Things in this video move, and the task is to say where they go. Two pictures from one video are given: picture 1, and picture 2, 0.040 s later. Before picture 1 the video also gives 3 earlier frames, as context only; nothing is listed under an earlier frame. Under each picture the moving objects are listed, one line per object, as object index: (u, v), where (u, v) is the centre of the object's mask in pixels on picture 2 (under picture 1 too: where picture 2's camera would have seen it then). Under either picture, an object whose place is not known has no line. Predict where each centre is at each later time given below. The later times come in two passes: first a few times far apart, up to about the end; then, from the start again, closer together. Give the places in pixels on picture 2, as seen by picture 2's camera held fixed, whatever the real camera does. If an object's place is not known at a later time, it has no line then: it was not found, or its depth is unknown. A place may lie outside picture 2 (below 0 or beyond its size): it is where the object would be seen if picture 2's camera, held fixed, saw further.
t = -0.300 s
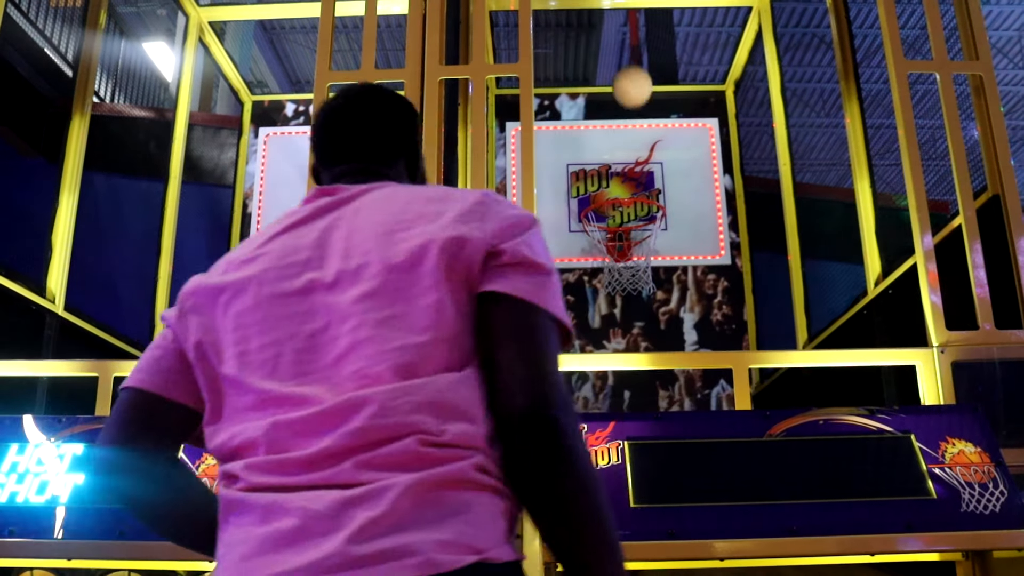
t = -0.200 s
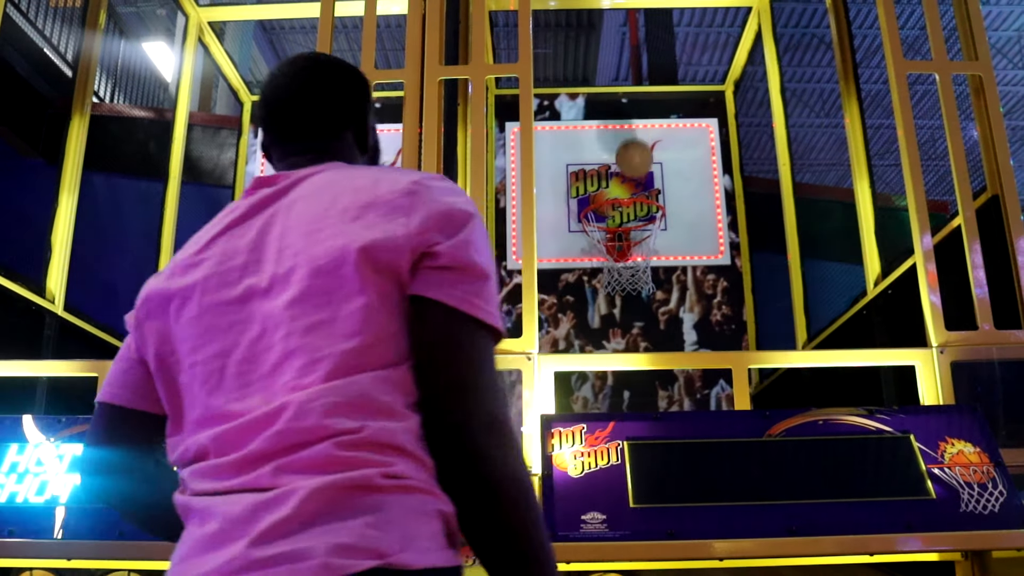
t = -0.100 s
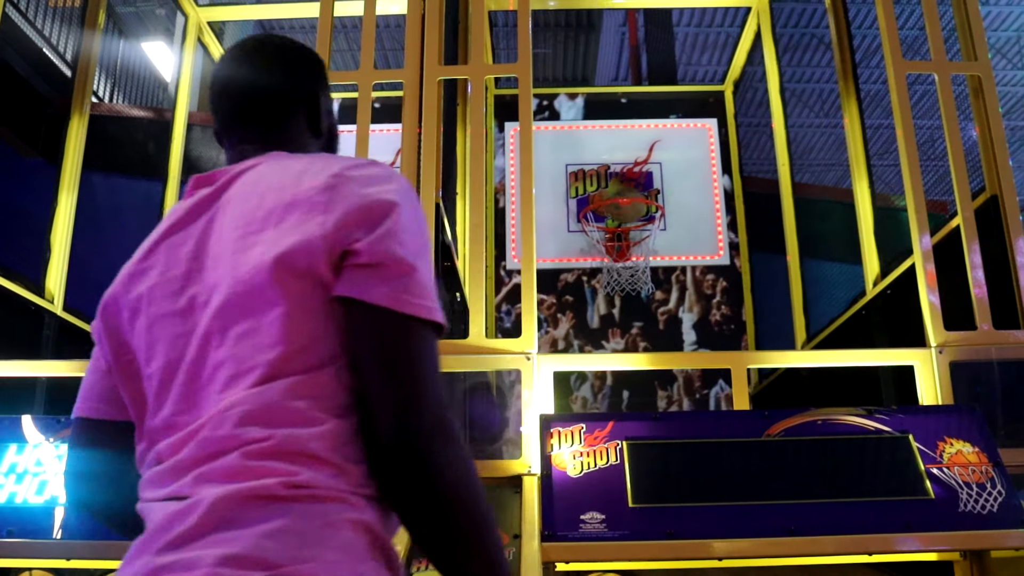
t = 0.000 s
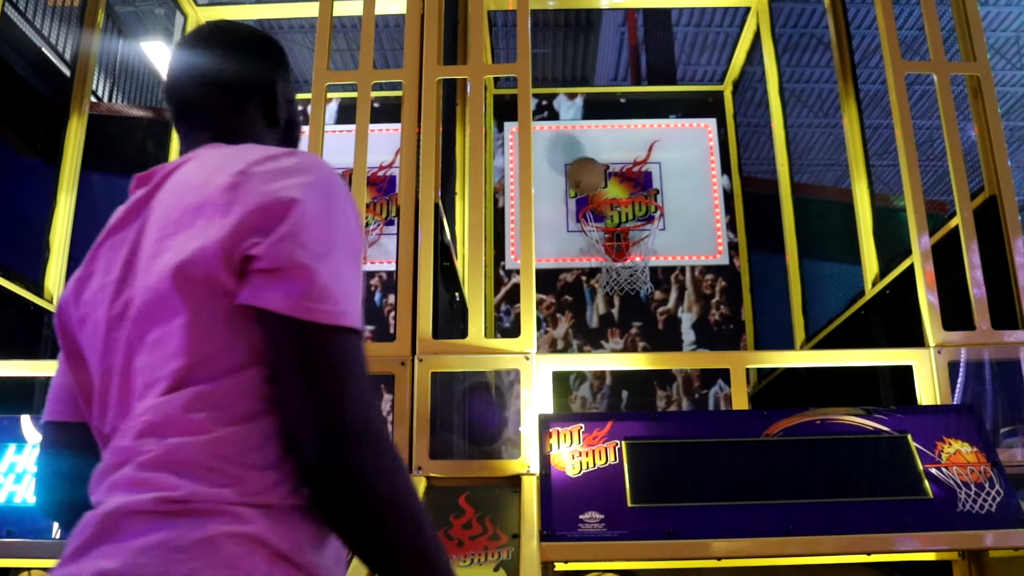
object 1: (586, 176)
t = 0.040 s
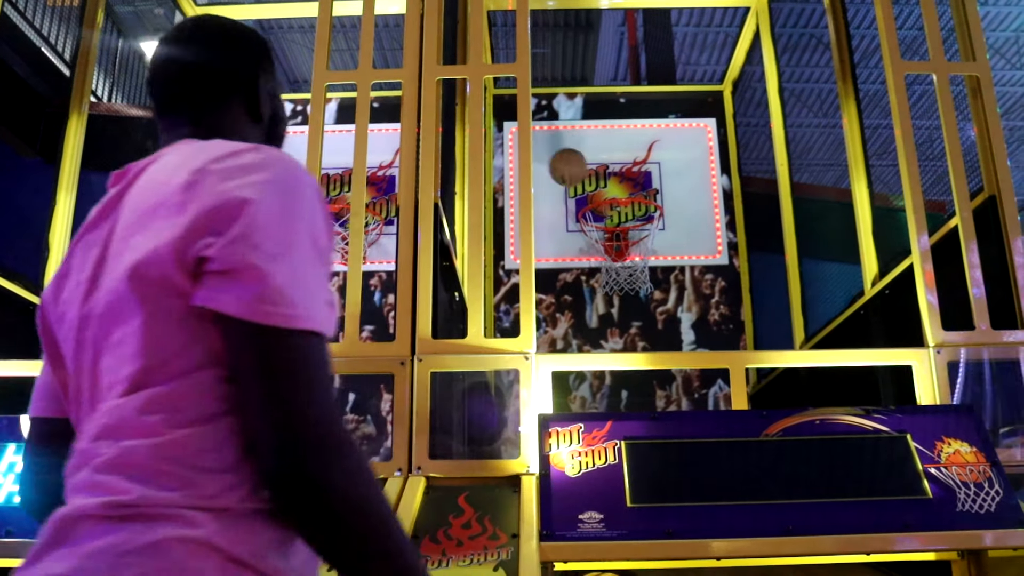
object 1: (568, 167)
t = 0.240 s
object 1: (504, 165)
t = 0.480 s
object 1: (596, 273)
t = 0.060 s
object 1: (560, 164)
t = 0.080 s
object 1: (551, 161)
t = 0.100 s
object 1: (546, 159)
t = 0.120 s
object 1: (541, 157)
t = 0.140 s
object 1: (512, 156)
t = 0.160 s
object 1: (508, 156)
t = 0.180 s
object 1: (503, 157)
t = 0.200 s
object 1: (499, 157)
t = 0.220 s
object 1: (500, 160)
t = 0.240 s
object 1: (504, 165)
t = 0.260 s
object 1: (508, 171)
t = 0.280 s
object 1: (511, 178)
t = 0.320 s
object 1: (543, 191)
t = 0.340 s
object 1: (548, 199)
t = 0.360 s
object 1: (552, 208)
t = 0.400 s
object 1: (567, 228)
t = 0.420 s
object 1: (574, 238)
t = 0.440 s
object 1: (581, 250)
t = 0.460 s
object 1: (589, 262)
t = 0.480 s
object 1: (596, 273)
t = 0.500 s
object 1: (602, 286)
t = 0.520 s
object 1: (609, 299)
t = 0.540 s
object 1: (615, 313)
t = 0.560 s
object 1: (624, 330)
